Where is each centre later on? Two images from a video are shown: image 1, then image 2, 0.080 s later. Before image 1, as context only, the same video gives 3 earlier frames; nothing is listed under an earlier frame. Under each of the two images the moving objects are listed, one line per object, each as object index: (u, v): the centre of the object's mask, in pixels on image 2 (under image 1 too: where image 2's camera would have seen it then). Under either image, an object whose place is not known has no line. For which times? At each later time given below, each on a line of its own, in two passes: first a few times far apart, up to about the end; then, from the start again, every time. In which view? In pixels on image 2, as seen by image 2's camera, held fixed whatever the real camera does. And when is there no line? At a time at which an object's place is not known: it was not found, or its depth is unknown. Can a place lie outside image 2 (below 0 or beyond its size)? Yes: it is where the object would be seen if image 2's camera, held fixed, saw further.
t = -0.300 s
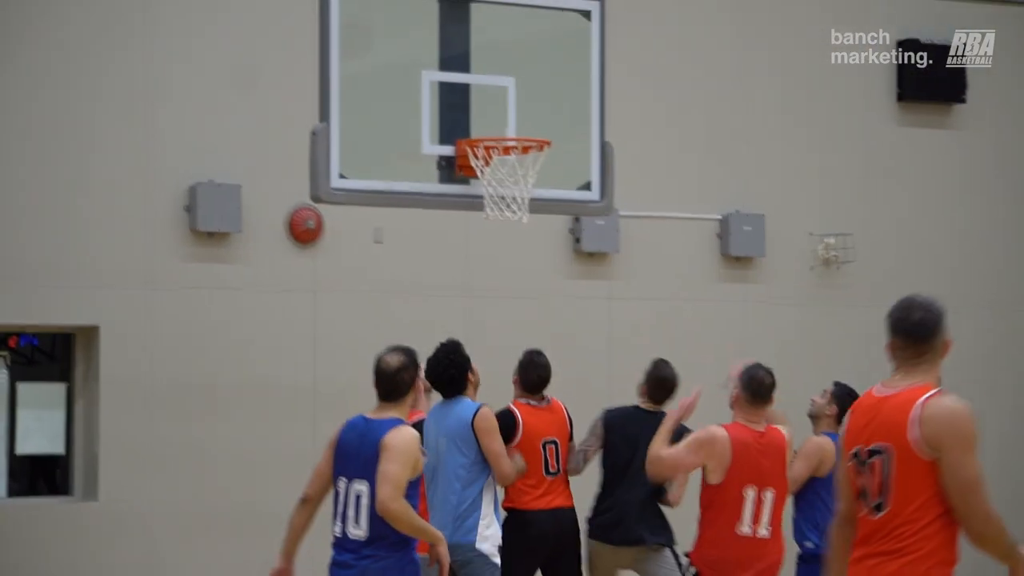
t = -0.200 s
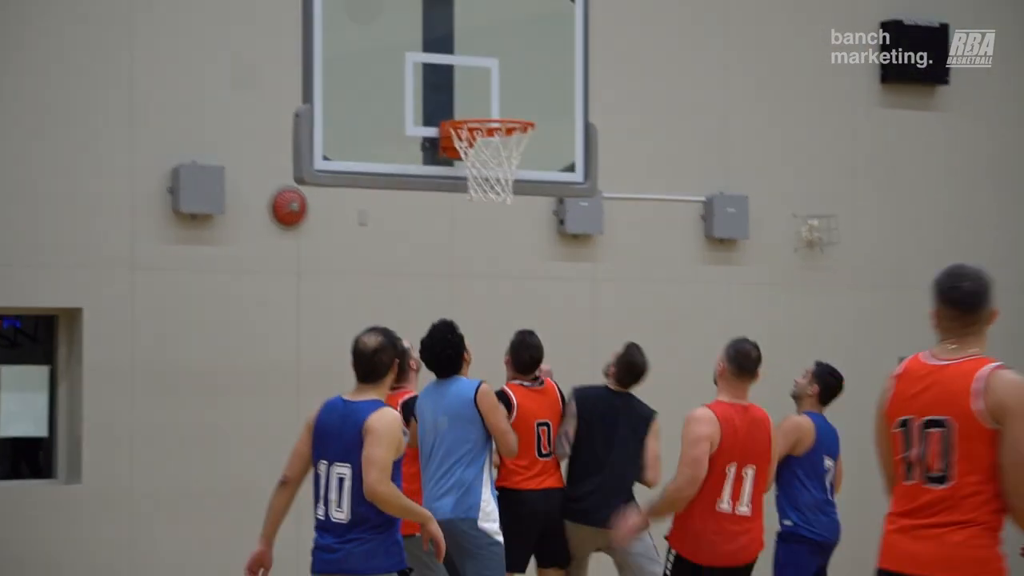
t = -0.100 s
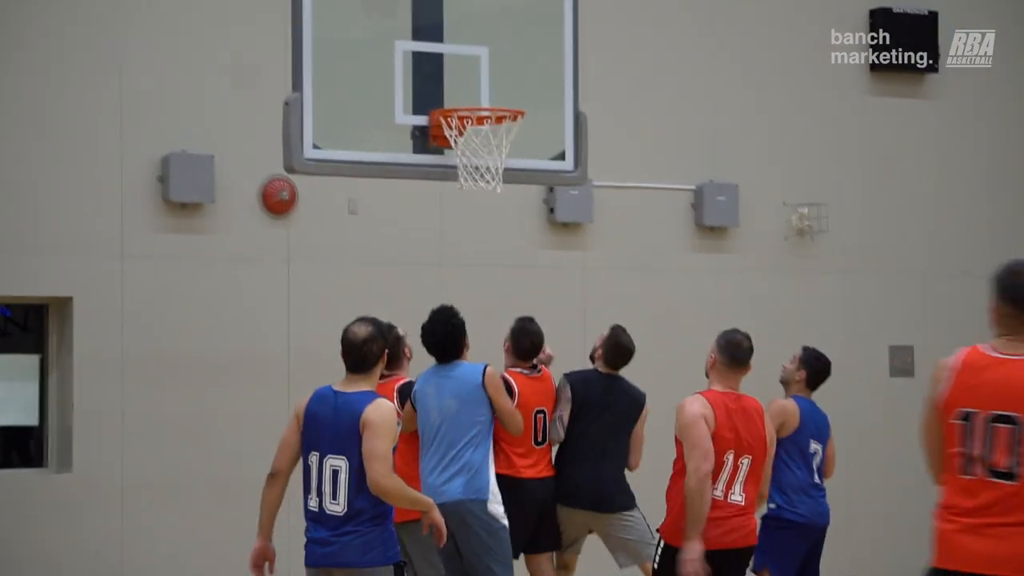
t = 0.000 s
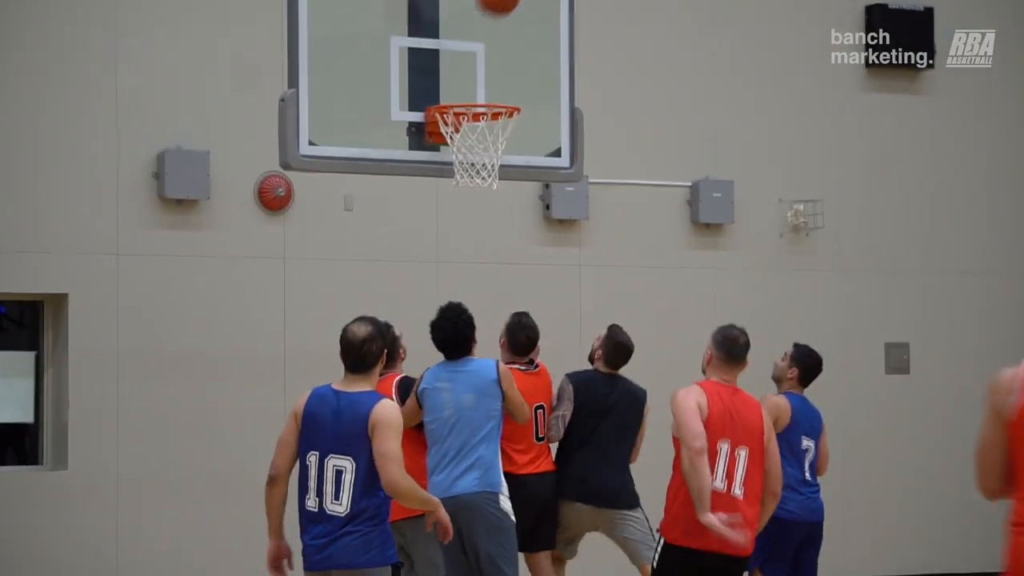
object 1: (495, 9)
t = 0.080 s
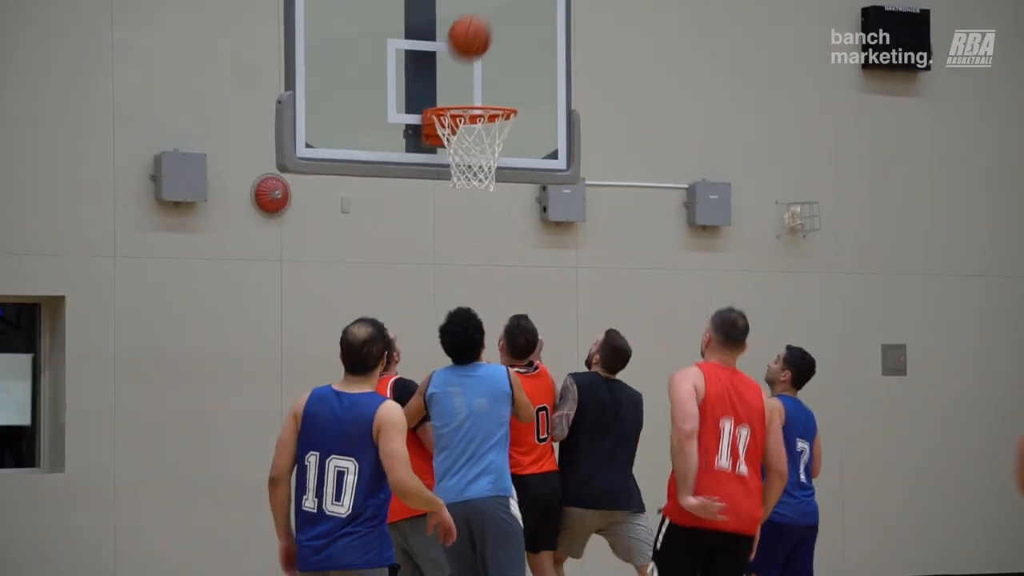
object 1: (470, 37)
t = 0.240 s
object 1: (485, 128)
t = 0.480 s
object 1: (482, 148)
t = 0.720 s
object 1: (464, 228)
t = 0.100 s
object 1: (463, 49)
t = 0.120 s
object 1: (457, 62)
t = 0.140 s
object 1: (459, 72)
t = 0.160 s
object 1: (464, 81)
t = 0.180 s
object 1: (469, 88)
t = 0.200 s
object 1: (474, 94)
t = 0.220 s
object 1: (481, 112)
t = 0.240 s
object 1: (485, 128)
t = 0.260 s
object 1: (491, 140)
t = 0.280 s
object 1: (494, 147)
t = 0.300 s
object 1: (495, 149)
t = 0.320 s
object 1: (494, 147)
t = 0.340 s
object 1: (493, 145)
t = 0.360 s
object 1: (492, 145)
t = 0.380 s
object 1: (490, 144)
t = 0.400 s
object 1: (488, 147)
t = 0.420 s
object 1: (487, 144)
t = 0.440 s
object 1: (485, 145)
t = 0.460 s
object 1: (484, 145)
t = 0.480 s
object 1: (482, 148)
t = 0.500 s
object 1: (481, 154)
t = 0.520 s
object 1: (482, 162)
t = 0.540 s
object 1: (480, 165)
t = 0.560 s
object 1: (477, 168)
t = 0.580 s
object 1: (475, 172)
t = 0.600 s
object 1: (473, 177)
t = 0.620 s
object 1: (471, 182)
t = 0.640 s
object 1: (470, 190)
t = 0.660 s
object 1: (468, 199)
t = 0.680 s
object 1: (466, 208)
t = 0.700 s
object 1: (465, 217)
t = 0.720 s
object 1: (464, 228)
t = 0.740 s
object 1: (462, 239)
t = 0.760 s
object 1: (460, 250)
